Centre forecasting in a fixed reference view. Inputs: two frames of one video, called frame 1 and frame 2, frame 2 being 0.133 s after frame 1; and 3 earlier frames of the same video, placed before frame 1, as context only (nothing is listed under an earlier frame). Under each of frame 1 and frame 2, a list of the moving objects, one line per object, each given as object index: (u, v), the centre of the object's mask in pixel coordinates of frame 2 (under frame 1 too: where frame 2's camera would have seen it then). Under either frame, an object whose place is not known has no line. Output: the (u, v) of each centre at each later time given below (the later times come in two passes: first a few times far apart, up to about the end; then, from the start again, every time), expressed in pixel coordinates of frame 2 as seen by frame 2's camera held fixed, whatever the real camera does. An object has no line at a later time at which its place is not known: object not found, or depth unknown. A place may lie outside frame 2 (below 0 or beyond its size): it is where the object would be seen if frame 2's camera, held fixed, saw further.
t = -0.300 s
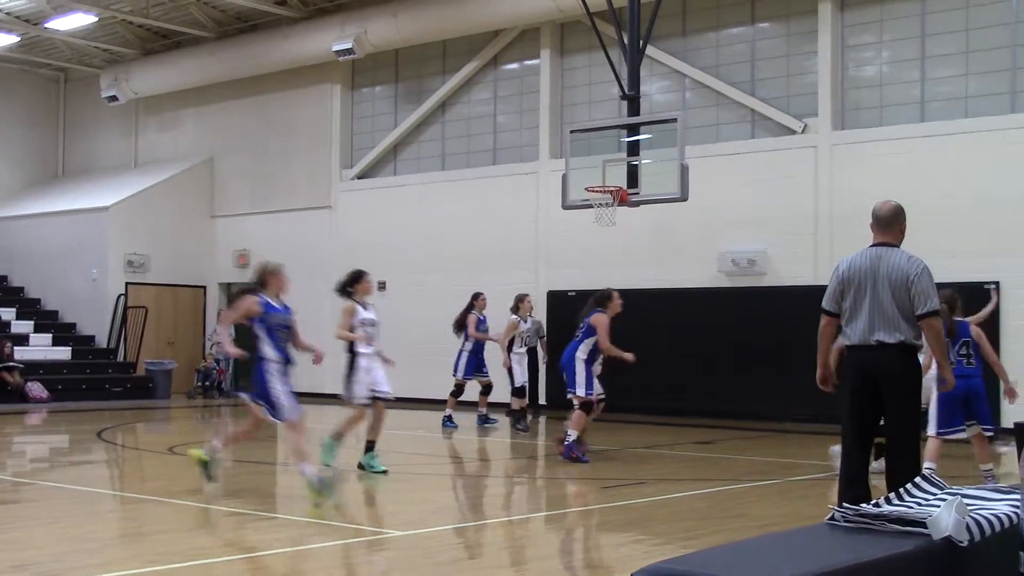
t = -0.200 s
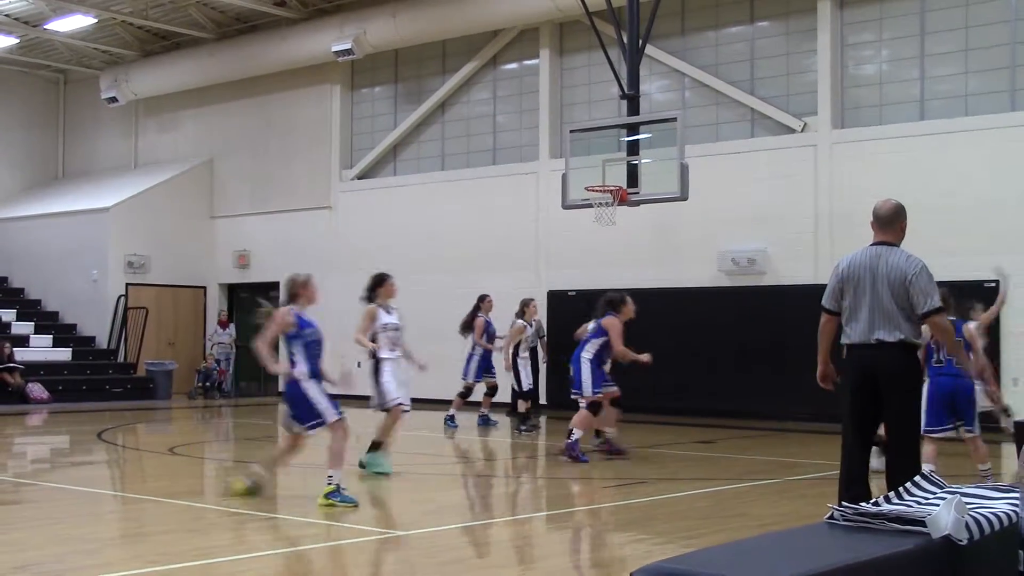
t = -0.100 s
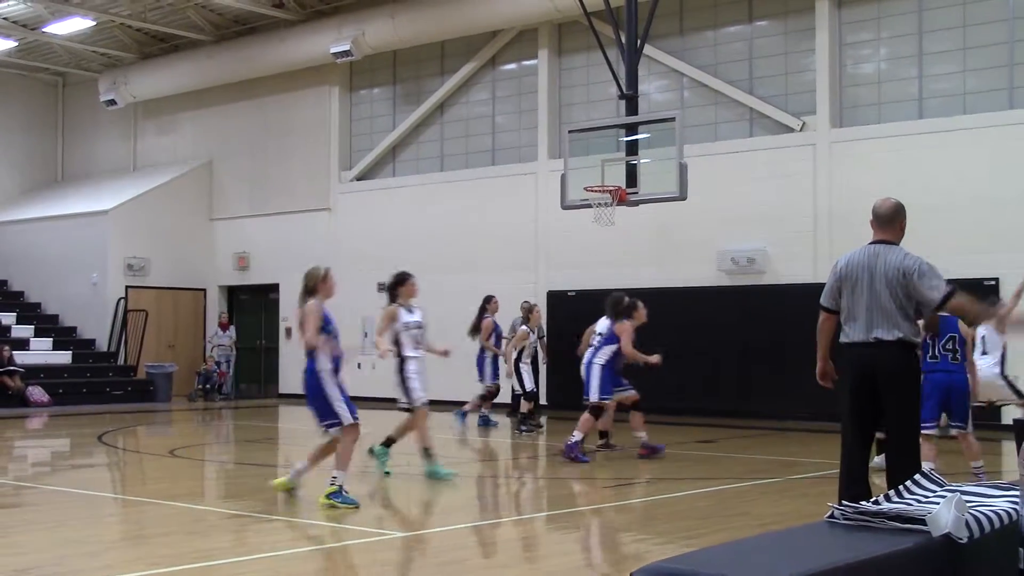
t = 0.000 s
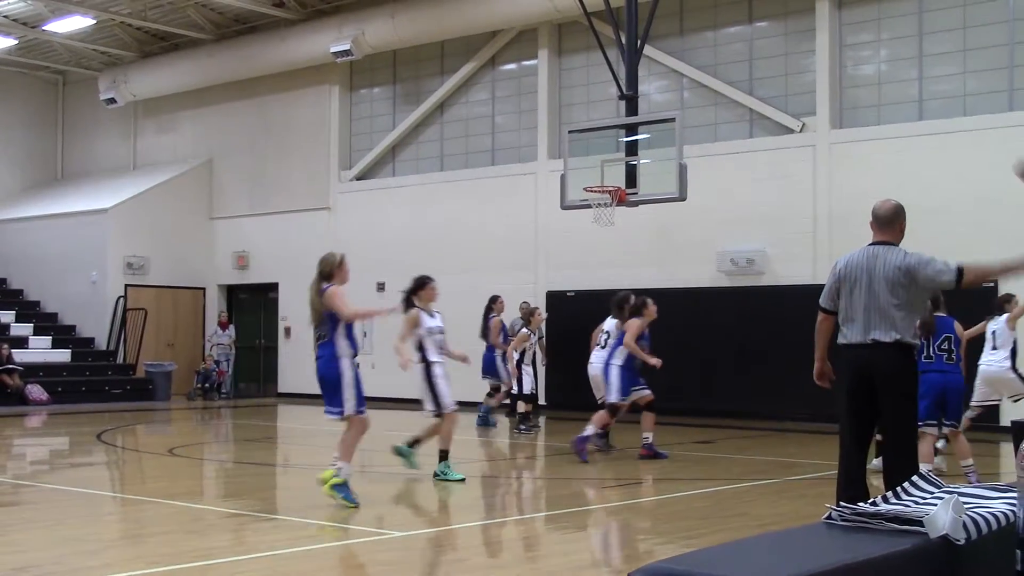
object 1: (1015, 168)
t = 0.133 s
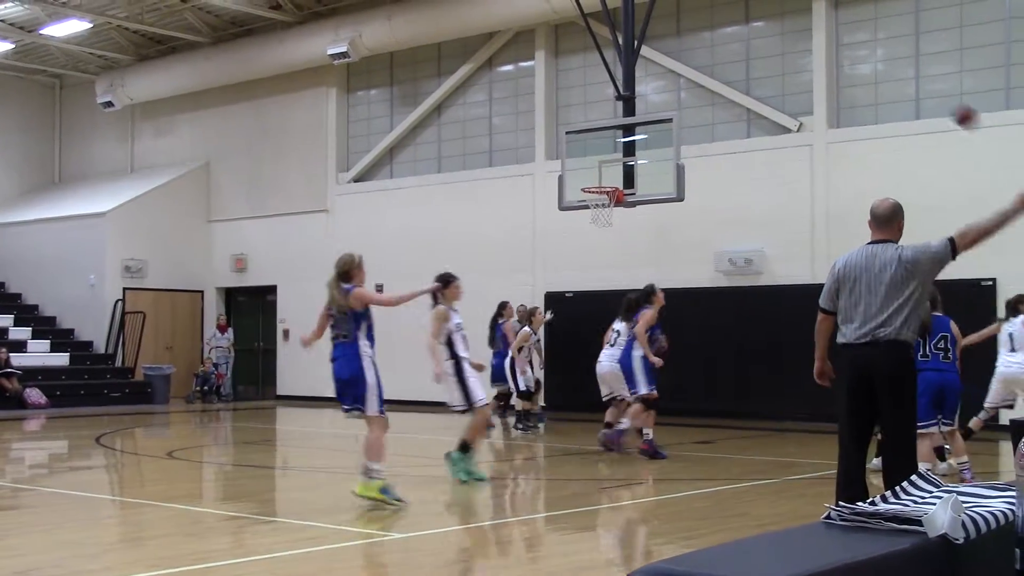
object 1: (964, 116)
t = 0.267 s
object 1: (907, 82)
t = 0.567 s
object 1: (791, 67)
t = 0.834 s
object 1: (701, 114)
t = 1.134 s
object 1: (611, 226)
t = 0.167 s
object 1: (950, 106)
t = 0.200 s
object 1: (936, 97)
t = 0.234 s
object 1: (921, 89)
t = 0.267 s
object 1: (907, 82)
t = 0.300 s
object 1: (893, 77)
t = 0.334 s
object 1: (879, 72)
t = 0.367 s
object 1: (865, 68)
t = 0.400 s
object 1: (853, 67)
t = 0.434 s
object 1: (840, 64)
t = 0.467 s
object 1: (828, 64)
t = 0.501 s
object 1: (814, 64)
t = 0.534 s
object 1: (801, 65)
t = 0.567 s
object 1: (791, 67)
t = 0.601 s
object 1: (779, 70)
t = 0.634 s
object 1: (767, 74)
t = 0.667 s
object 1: (756, 78)
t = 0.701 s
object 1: (744, 84)
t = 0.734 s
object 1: (733, 90)
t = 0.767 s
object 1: (722, 99)
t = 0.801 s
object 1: (711, 106)
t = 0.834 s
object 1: (701, 114)
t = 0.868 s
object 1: (690, 123)
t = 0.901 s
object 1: (680, 135)
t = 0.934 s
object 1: (670, 146)
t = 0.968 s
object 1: (660, 156)
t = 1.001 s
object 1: (650, 168)
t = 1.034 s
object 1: (641, 180)
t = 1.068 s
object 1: (631, 196)
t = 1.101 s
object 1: (621, 206)
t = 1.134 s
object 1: (611, 226)
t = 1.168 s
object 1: (602, 240)
